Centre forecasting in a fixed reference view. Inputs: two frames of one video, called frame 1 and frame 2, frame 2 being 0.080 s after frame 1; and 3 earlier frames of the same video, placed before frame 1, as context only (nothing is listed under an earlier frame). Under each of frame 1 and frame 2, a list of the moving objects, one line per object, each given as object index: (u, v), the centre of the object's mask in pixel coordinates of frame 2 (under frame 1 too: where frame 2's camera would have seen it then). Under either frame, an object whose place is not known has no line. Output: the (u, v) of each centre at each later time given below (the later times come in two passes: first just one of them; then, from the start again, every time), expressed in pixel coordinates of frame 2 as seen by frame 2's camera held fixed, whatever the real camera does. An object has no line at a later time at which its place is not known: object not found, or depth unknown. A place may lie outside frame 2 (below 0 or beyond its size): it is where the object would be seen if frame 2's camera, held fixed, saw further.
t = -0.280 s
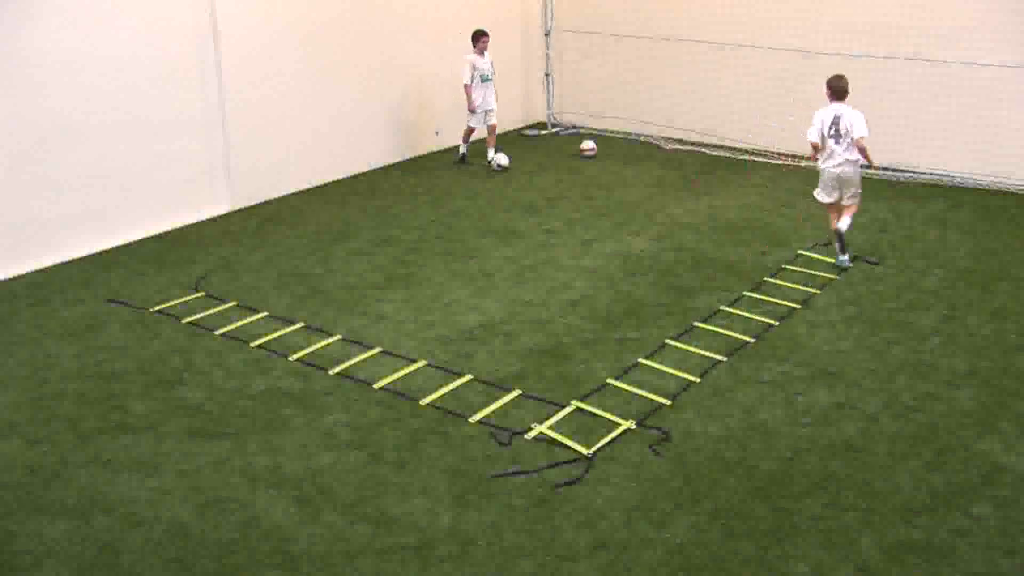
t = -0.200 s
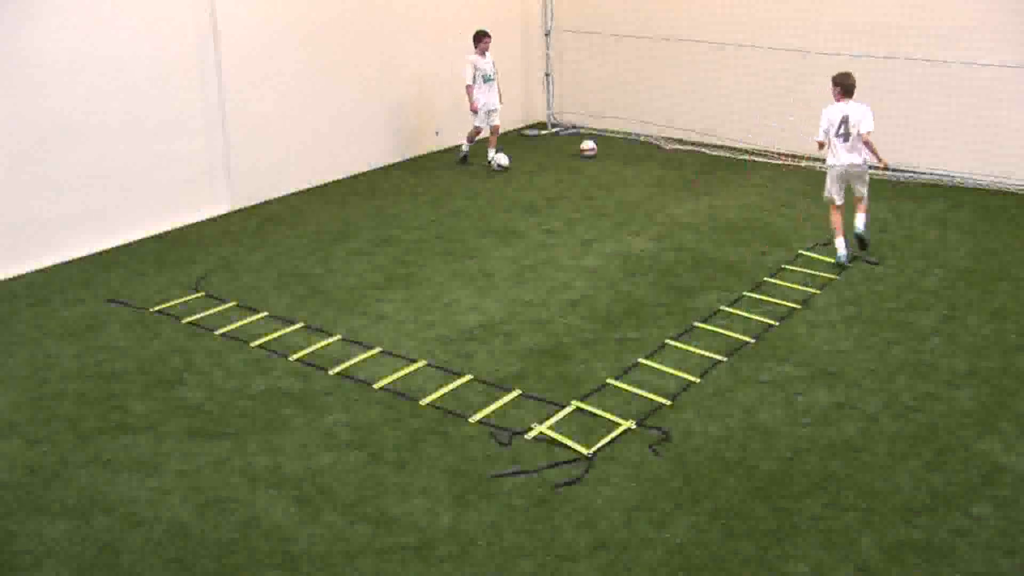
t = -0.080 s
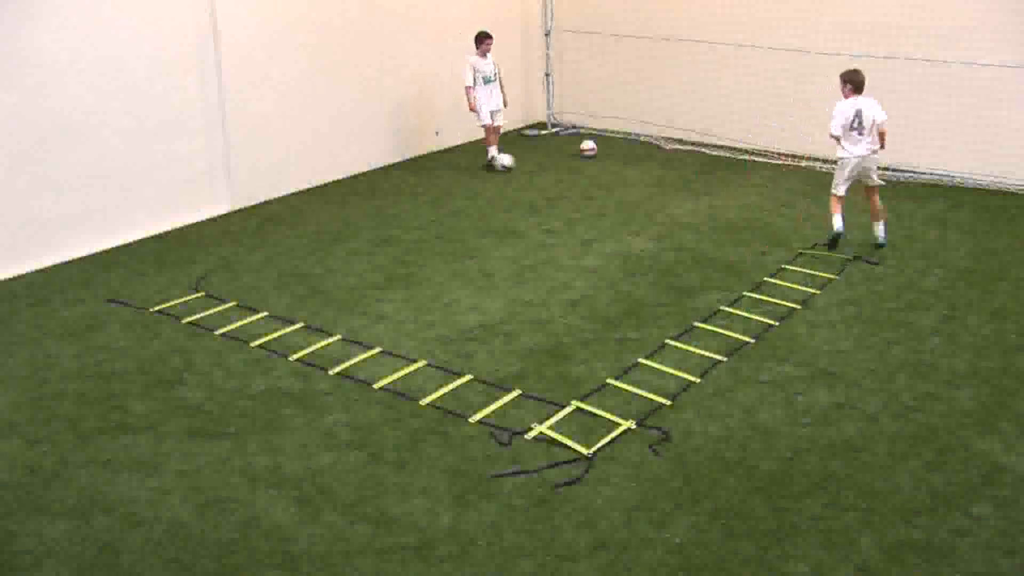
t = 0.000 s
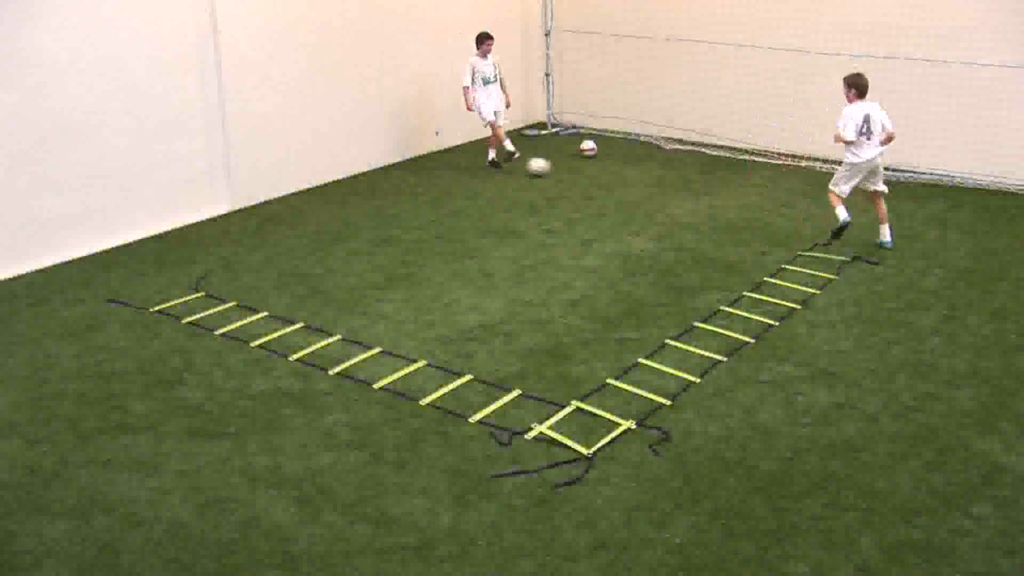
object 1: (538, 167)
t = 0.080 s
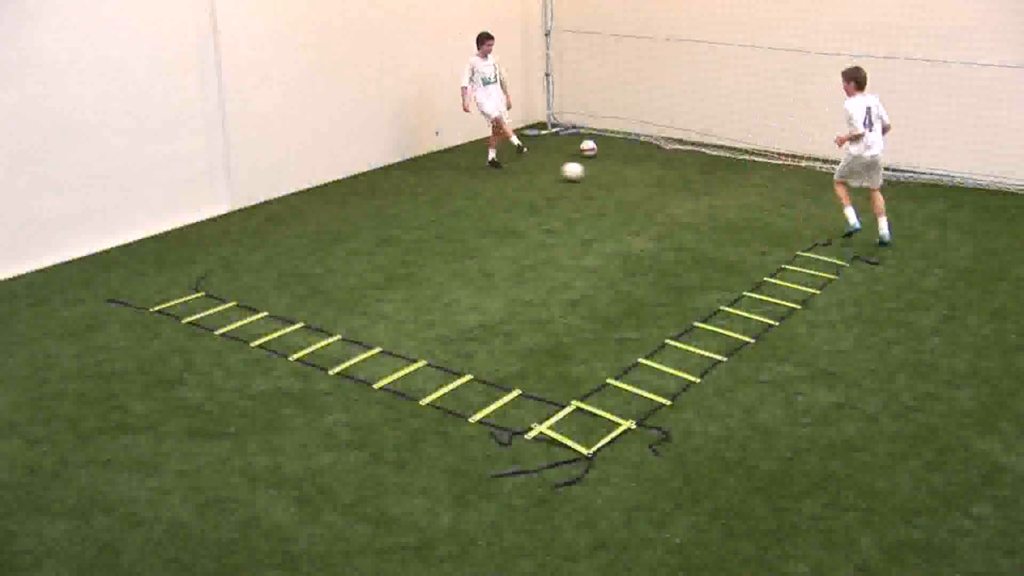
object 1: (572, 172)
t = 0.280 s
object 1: (652, 184)
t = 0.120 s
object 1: (589, 174)
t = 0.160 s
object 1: (606, 177)
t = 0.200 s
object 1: (621, 179)
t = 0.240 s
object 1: (636, 182)
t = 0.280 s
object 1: (652, 184)
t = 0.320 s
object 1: (666, 187)
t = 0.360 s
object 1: (680, 189)
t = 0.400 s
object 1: (695, 191)
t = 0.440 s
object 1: (709, 193)
